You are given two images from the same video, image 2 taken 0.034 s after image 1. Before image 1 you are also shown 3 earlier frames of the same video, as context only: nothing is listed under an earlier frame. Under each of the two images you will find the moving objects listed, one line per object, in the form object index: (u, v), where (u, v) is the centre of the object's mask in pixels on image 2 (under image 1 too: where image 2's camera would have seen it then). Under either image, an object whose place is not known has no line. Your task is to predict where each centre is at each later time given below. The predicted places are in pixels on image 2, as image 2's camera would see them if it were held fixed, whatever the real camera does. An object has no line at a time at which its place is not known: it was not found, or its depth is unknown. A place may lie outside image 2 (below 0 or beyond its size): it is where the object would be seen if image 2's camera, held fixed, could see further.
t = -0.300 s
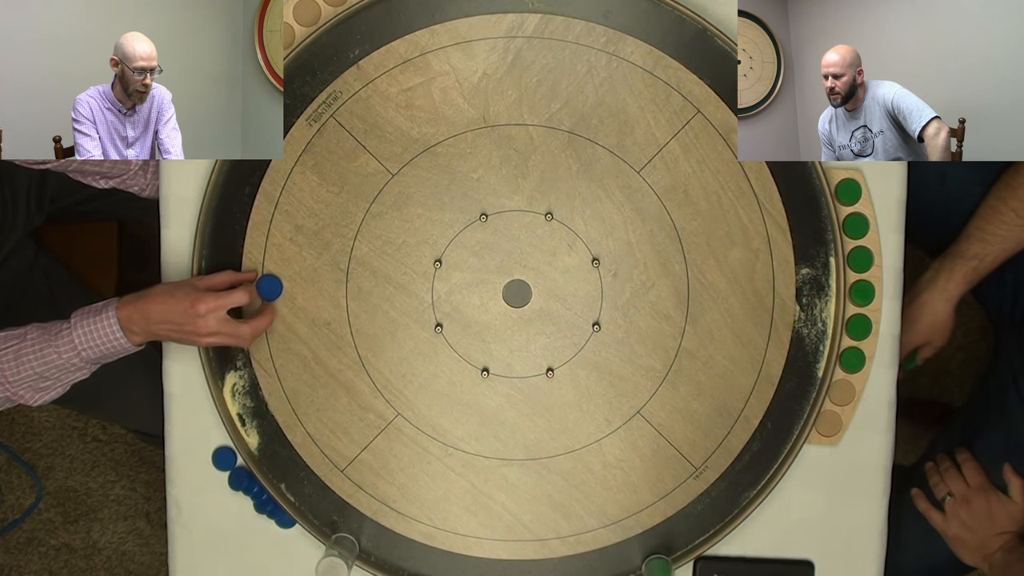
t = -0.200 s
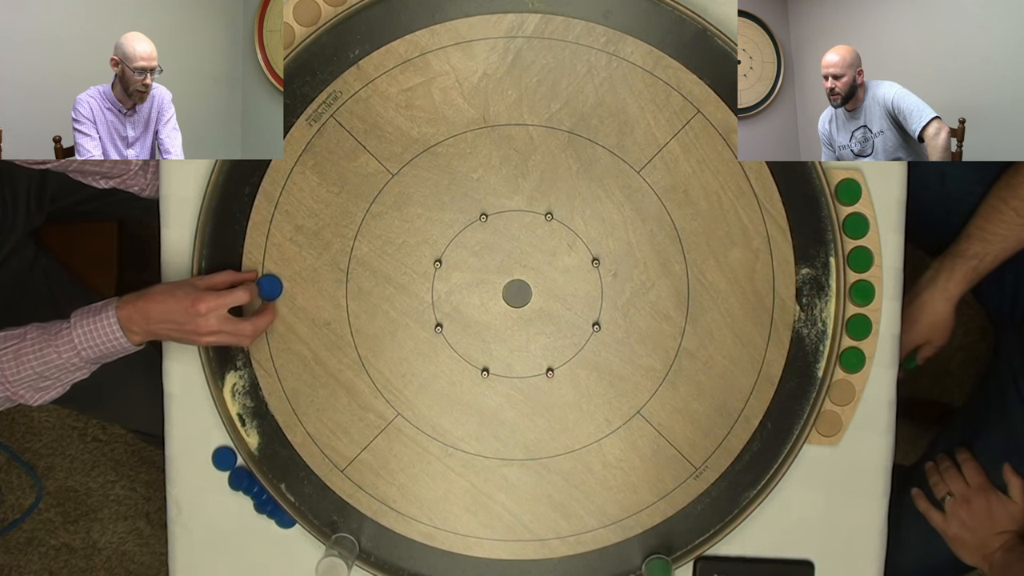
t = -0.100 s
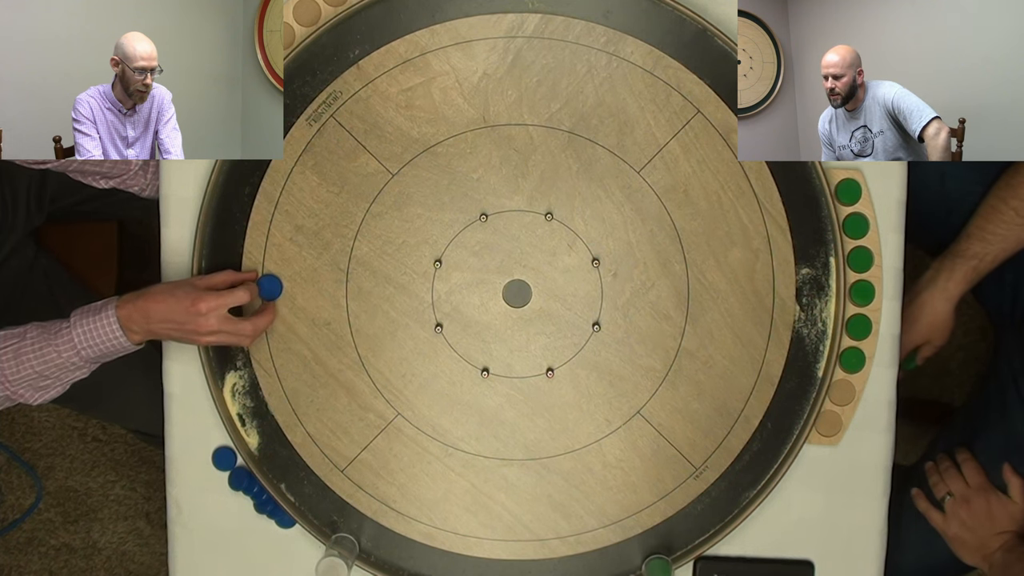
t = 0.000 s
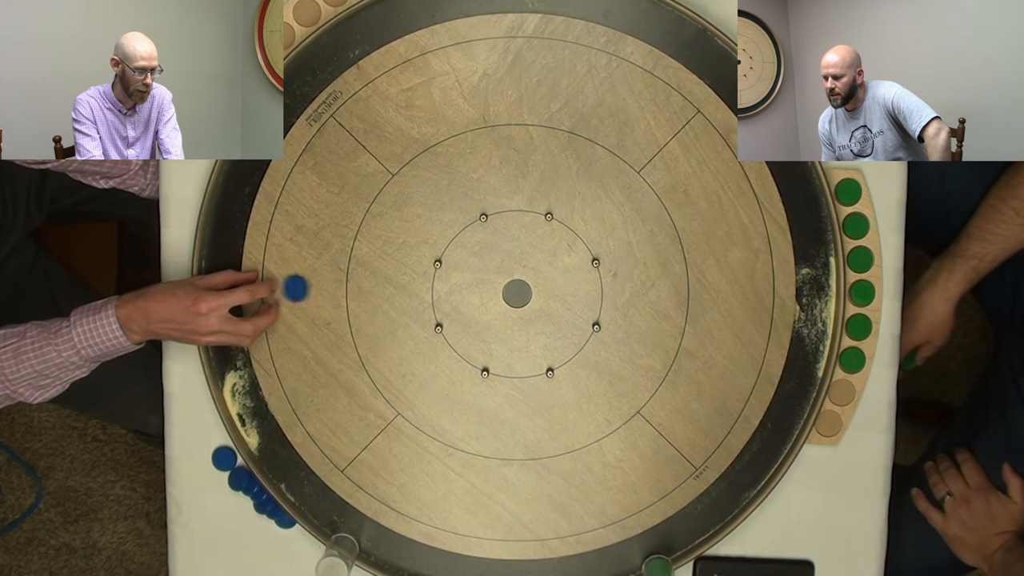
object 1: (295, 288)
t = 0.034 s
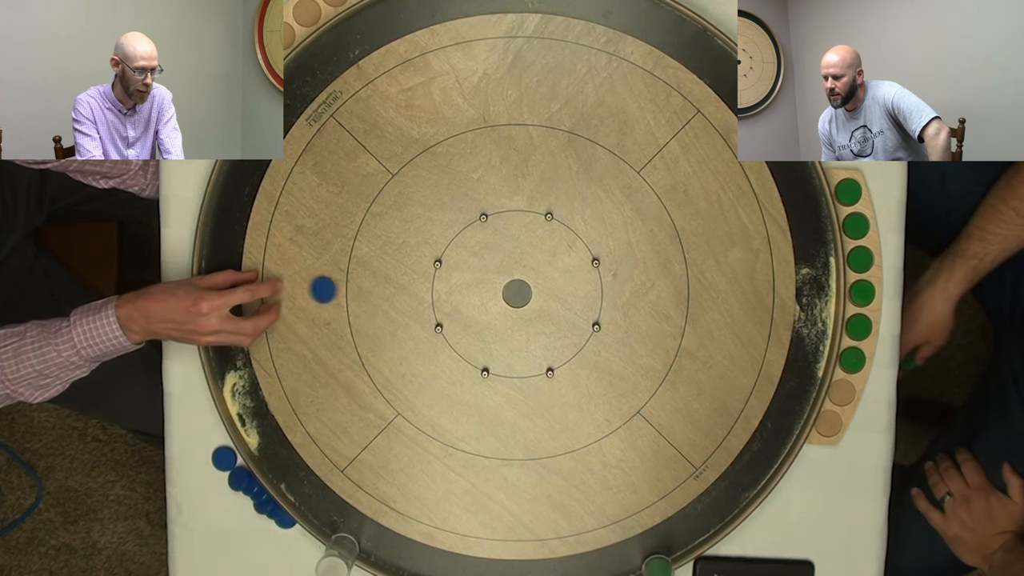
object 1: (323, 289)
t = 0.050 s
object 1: (336, 290)
